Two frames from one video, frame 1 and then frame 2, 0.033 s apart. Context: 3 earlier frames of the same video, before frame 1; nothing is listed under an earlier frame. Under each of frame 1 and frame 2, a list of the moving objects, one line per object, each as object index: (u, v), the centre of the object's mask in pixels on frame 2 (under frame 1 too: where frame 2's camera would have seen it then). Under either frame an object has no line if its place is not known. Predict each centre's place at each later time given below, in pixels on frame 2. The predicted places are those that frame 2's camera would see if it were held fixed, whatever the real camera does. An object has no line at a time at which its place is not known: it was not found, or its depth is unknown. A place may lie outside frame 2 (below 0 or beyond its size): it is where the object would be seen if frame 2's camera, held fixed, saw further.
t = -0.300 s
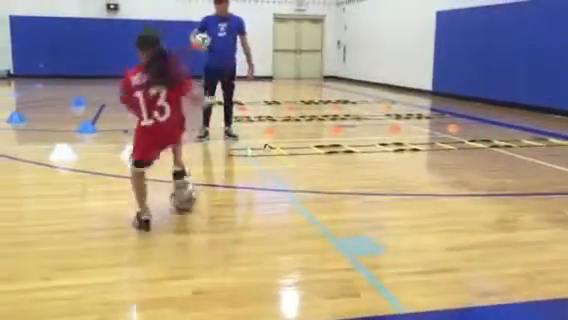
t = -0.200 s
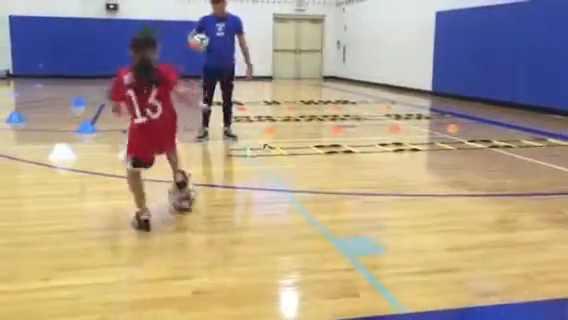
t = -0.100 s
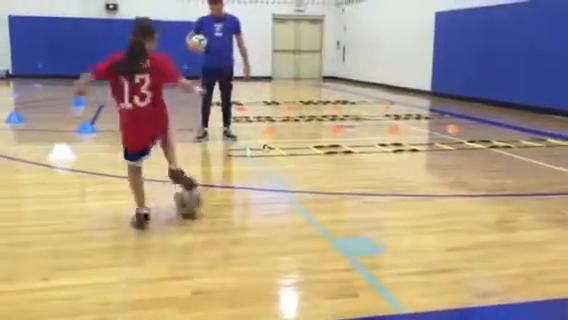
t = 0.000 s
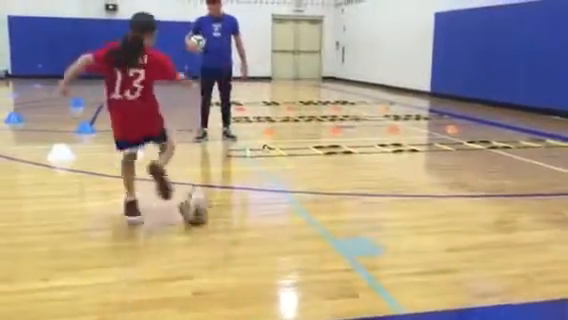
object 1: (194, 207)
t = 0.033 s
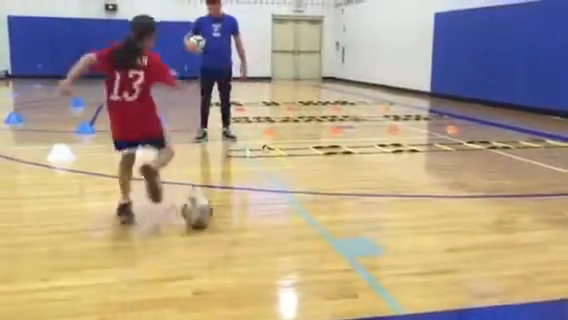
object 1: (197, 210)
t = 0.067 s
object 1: (200, 215)
